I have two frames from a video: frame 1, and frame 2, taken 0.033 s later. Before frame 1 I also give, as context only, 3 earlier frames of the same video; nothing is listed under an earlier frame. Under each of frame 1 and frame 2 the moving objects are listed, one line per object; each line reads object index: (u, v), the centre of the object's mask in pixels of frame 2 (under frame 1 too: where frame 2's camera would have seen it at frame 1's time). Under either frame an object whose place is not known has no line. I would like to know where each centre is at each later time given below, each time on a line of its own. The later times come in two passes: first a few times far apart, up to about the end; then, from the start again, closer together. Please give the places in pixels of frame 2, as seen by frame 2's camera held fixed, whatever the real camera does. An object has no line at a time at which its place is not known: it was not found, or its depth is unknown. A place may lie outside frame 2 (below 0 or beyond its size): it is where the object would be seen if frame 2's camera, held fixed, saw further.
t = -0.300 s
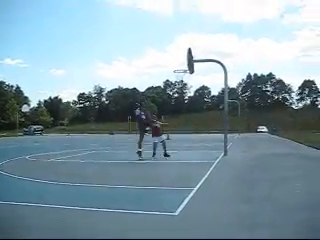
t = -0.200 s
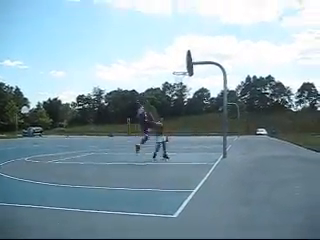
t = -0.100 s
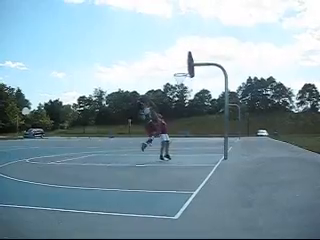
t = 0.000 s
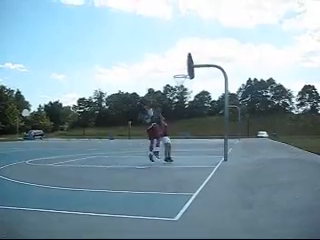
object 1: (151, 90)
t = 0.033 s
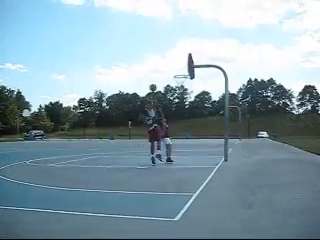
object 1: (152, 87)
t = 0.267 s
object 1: (165, 66)
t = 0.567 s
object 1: (179, 62)
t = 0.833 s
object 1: (182, 73)
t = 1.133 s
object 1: (169, 72)
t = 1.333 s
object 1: (162, 79)
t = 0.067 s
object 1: (154, 83)
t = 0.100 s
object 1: (156, 79)
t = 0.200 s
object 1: (161, 70)
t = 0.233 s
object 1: (163, 68)
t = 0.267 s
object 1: (165, 66)
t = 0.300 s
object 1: (166, 64)
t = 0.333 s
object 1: (168, 63)
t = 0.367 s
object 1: (170, 62)
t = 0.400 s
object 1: (171, 61)
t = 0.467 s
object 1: (175, 60)
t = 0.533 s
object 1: (178, 61)
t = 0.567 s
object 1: (179, 62)
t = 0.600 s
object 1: (181, 62)
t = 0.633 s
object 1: (183, 64)
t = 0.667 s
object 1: (184, 66)
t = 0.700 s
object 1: (185, 67)
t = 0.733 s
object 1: (186, 69)
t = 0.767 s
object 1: (185, 71)
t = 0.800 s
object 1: (184, 73)
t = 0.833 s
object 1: (182, 73)
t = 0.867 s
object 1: (180, 72)
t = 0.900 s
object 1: (178, 72)
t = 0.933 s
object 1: (176, 73)
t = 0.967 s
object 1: (175, 73)
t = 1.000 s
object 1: (174, 72)
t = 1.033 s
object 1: (172, 71)
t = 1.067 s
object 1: (171, 71)
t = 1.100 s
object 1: (170, 71)
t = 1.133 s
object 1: (169, 72)
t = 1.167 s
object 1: (167, 72)
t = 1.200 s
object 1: (166, 73)
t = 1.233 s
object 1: (165, 74)
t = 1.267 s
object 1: (164, 76)
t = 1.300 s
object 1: (163, 77)
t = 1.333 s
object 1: (162, 79)
